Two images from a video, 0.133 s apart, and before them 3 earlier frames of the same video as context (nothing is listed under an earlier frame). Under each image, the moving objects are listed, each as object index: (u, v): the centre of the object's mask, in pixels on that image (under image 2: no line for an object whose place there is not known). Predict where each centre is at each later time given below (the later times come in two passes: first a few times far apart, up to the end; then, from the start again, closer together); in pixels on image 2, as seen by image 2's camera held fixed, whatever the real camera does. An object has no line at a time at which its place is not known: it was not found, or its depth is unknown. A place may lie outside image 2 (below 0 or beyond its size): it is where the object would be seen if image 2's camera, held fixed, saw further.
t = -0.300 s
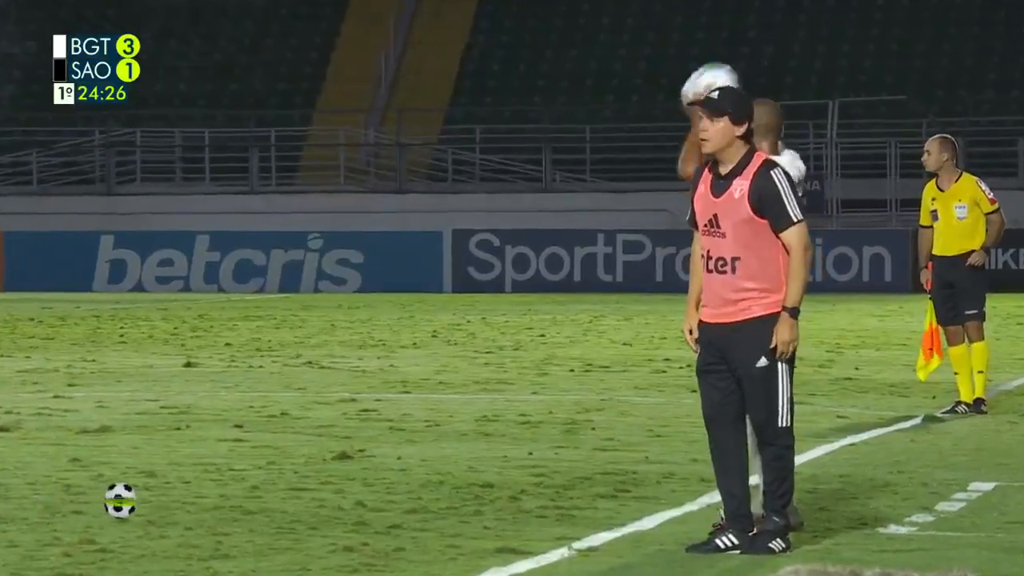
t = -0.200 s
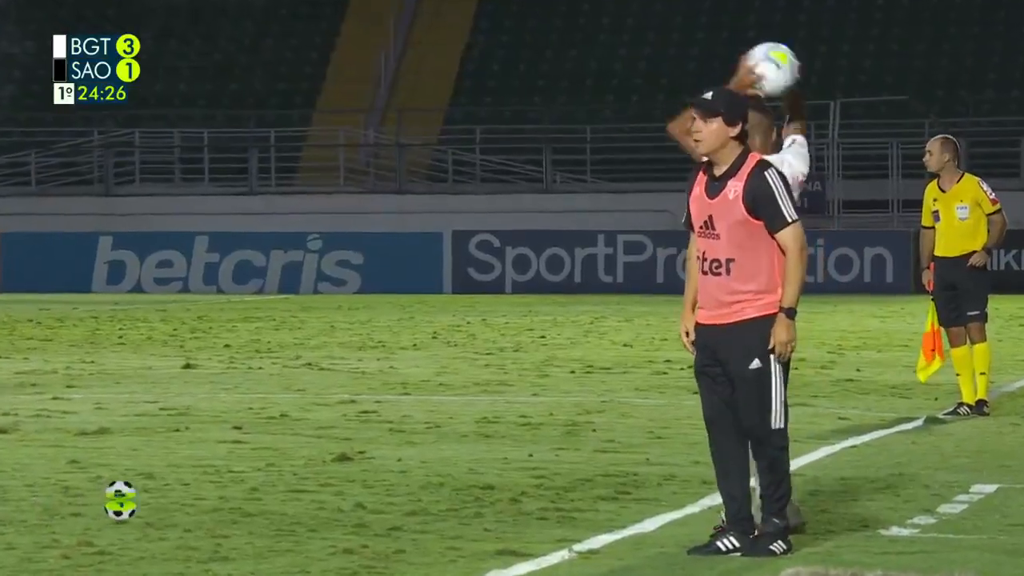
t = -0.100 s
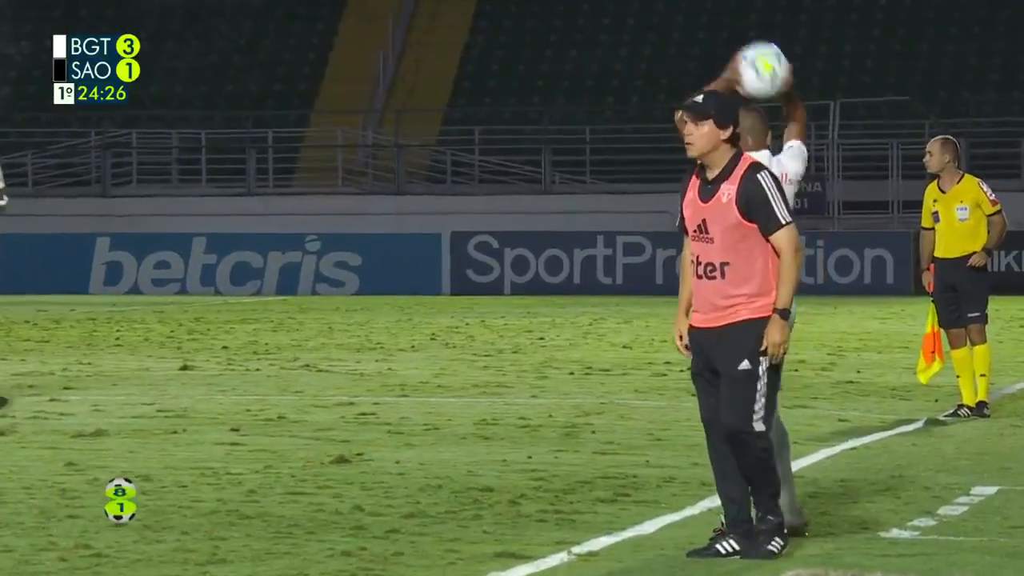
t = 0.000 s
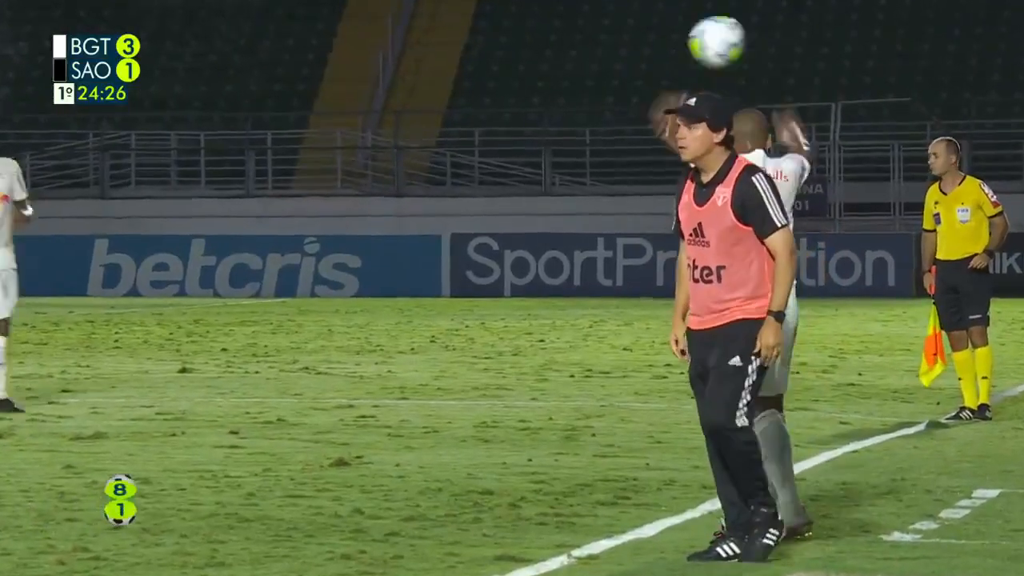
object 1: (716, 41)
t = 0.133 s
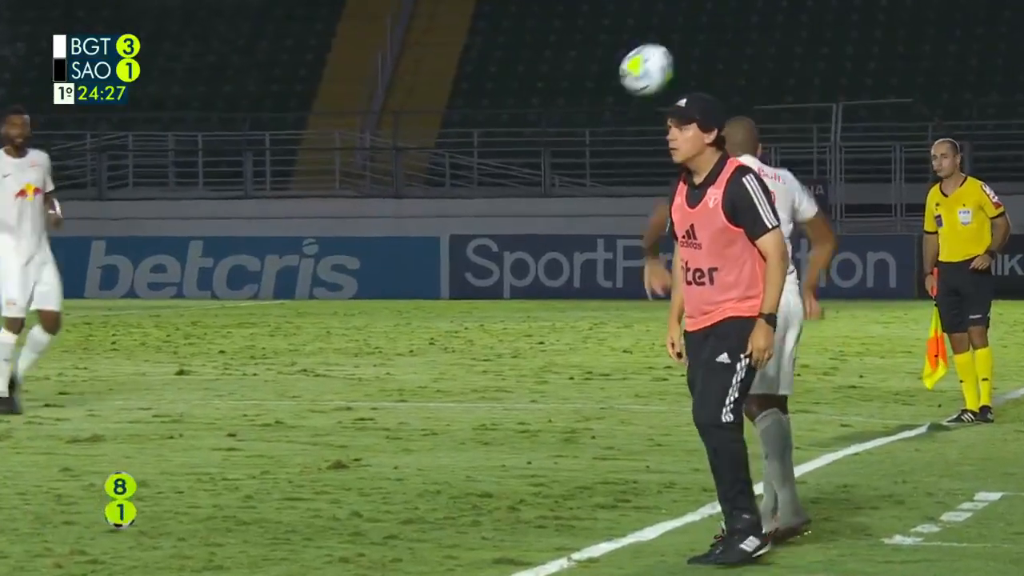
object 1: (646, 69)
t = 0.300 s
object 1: (564, 151)
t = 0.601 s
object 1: (426, 399)
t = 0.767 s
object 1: (378, 348)
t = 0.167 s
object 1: (629, 82)
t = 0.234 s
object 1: (596, 113)
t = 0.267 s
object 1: (579, 131)
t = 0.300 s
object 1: (564, 151)
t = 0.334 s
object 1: (549, 171)
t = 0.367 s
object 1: (534, 193)
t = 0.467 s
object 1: (487, 274)
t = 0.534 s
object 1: (457, 333)
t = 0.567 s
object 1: (442, 365)
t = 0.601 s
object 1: (426, 399)
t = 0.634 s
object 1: (413, 429)
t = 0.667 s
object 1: (402, 410)
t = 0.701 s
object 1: (394, 386)
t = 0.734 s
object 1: (387, 366)
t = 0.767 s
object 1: (378, 348)
